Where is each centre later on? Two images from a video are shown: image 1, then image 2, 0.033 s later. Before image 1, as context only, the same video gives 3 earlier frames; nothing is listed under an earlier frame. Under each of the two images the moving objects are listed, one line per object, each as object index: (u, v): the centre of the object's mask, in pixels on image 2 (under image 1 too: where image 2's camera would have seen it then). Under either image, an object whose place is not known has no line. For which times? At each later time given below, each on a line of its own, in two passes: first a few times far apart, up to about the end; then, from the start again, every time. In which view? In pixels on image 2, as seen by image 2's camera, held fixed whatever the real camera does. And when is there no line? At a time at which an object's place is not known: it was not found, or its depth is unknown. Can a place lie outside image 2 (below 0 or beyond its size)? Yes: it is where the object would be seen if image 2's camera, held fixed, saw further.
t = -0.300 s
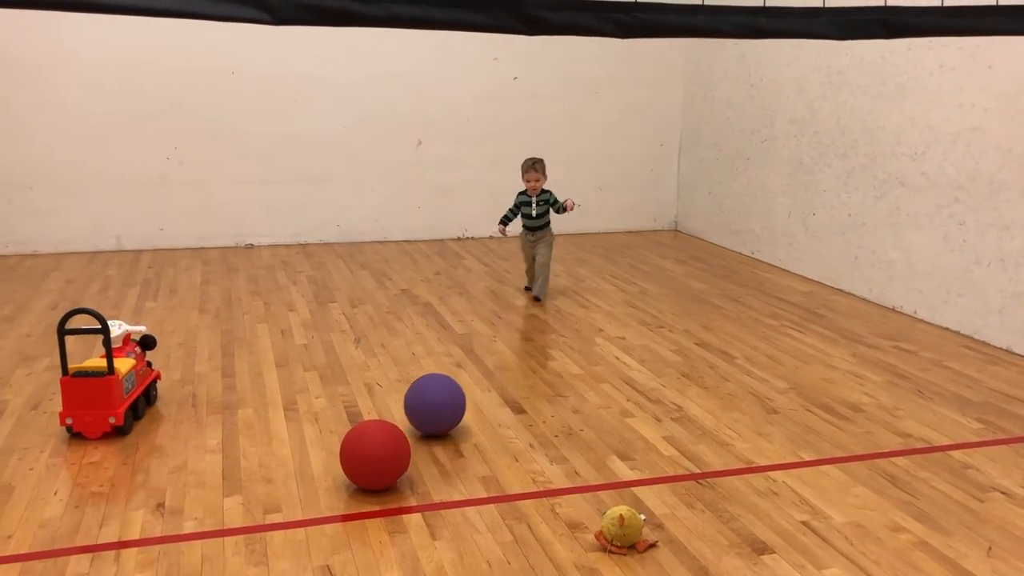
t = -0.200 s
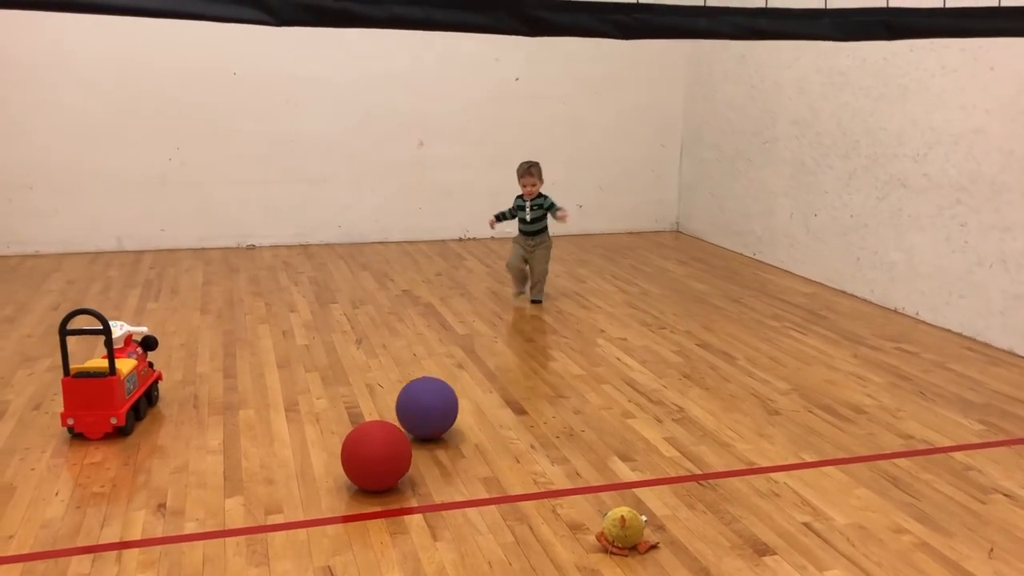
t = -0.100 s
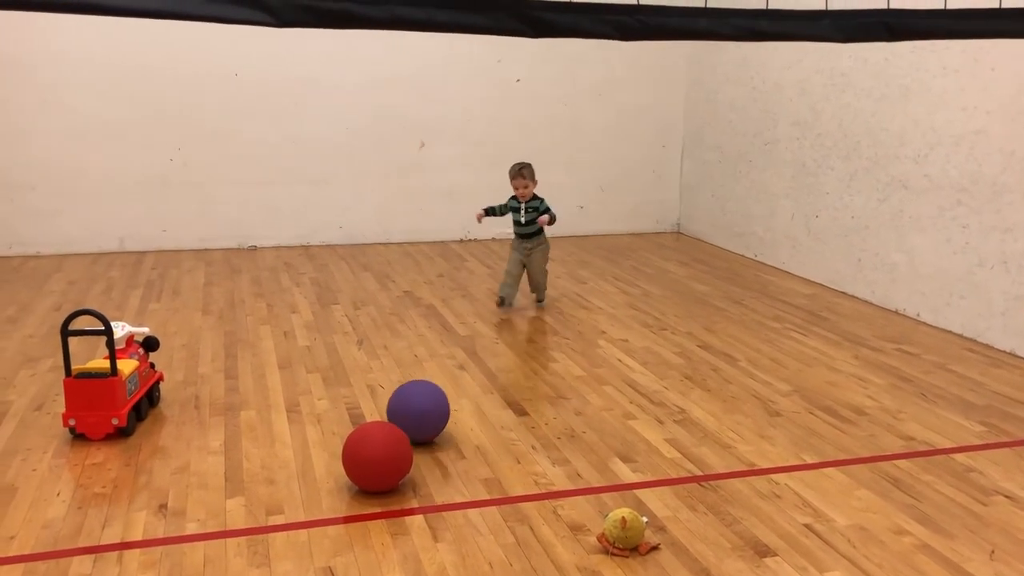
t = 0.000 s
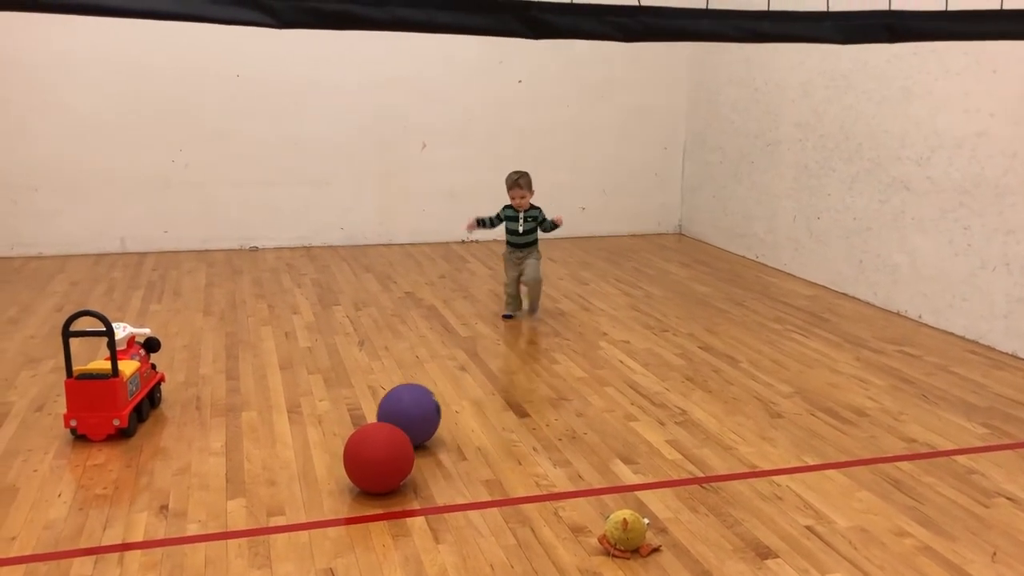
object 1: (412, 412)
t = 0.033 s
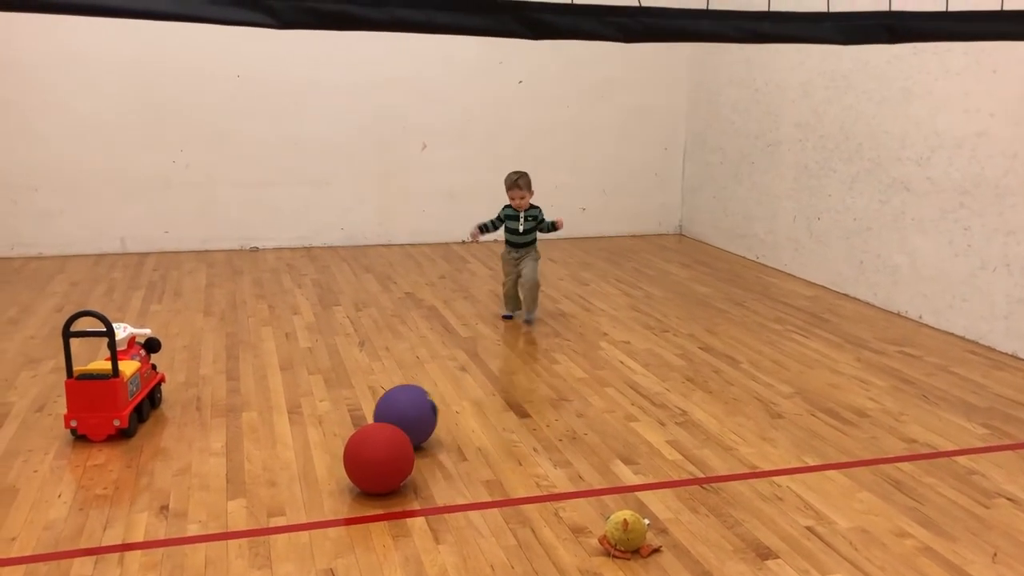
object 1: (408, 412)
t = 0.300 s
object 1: (375, 411)
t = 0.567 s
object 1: (340, 423)
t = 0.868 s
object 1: (311, 433)
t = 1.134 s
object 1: (284, 436)
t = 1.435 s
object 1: (252, 439)
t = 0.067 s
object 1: (405, 411)
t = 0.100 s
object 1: (401, 411)
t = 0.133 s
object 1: (397, 411)
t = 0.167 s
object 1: (393, 410)
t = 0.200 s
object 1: (389, 410)
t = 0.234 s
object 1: (385, 410)
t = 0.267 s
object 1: (380, 410)
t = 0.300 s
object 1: (375, 411)
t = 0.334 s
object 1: (370, 411)
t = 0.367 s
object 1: (365, 413)
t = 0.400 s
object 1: (361, 414)
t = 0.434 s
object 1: (356, 416)
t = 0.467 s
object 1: (352, 417)
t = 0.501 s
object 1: (348, 419)
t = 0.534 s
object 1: (344, 421)
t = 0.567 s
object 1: (340, 423)
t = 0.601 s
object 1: (337, 425)
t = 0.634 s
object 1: (333, 426)
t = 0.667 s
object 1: (330, 428)
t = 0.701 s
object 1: (327, 429)
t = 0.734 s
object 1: (324, 431)
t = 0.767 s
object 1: (321, 432)
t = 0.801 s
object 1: (318, 432)
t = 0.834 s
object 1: (315, 433)
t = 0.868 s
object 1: (311, 433)
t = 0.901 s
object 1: (308, 434)
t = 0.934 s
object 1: (304, 434)
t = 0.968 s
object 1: (301, 435)
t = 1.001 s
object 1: (297, 435)
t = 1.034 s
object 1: (294, 435)
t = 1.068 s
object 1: (291, 436)
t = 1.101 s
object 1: (287, 436)
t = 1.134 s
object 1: (284, 436)
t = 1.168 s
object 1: (280, 437)
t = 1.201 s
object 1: (277, 437)
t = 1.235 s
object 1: (273, 437)
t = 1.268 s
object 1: (270, 438)
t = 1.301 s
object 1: (266, 438)
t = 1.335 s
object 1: (263, 438)
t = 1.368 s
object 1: (259, 438)
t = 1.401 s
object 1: (256, 438)
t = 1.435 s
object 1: (252, 439)
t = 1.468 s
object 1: (249, 439)
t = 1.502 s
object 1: (246, 439)
